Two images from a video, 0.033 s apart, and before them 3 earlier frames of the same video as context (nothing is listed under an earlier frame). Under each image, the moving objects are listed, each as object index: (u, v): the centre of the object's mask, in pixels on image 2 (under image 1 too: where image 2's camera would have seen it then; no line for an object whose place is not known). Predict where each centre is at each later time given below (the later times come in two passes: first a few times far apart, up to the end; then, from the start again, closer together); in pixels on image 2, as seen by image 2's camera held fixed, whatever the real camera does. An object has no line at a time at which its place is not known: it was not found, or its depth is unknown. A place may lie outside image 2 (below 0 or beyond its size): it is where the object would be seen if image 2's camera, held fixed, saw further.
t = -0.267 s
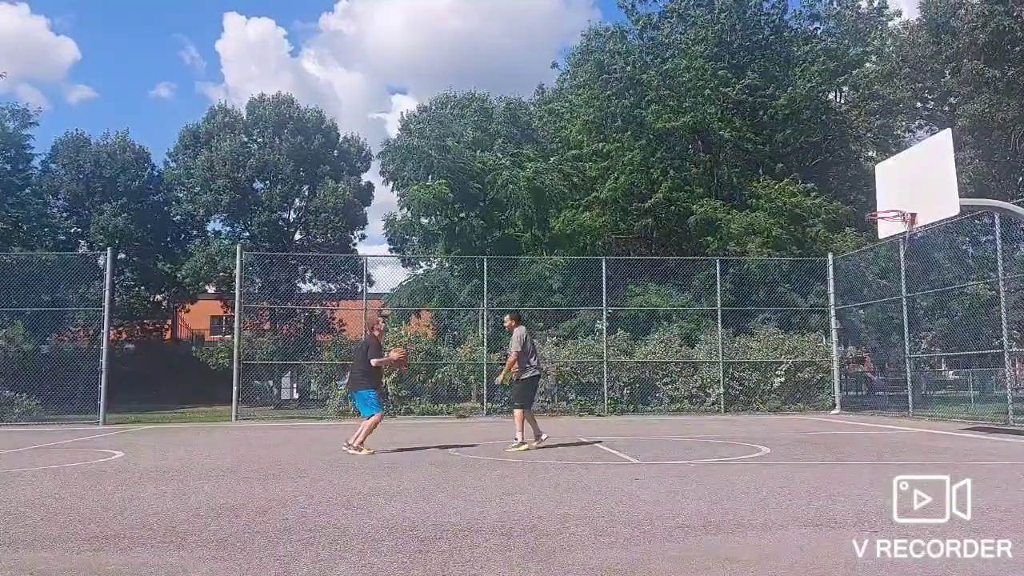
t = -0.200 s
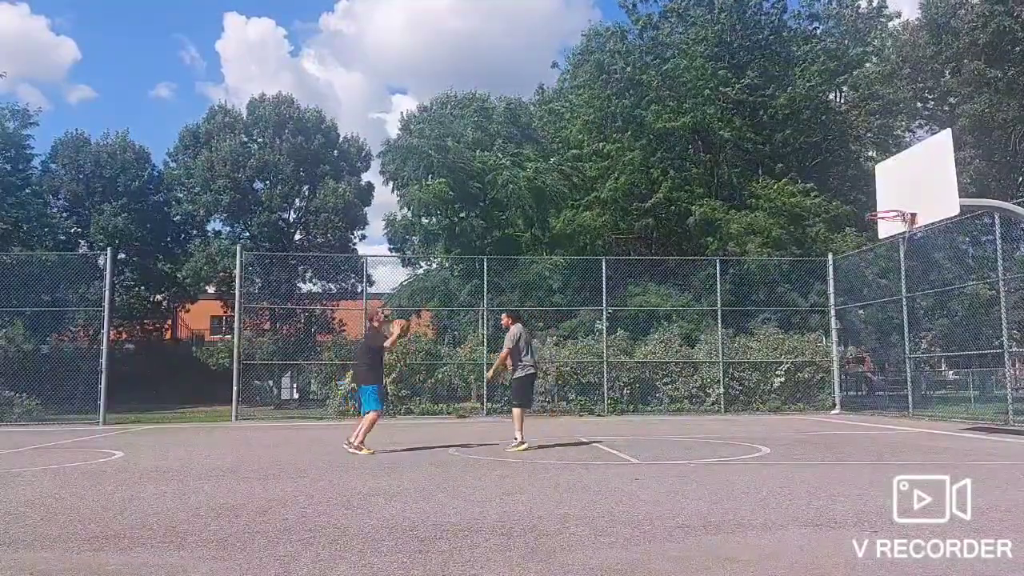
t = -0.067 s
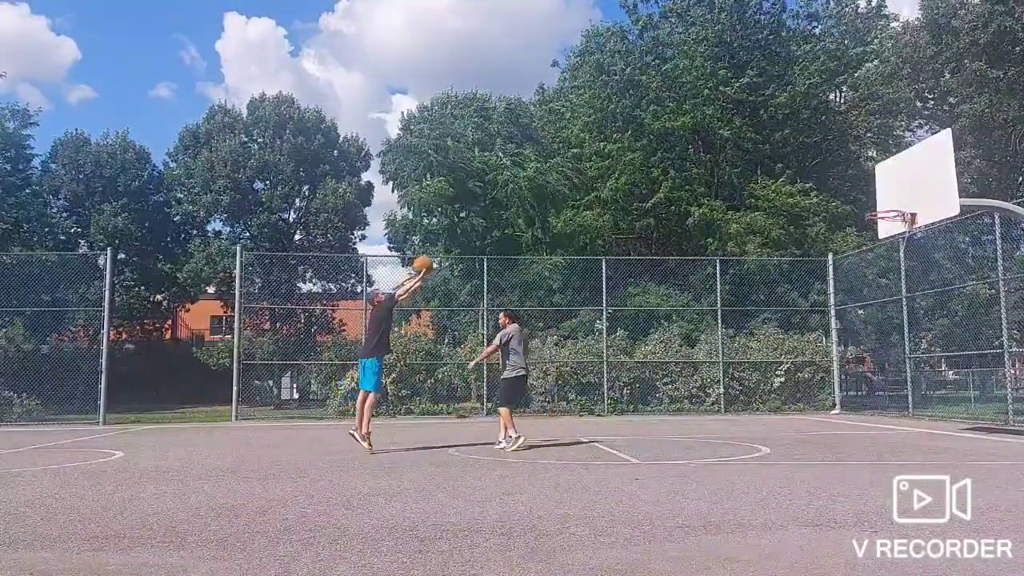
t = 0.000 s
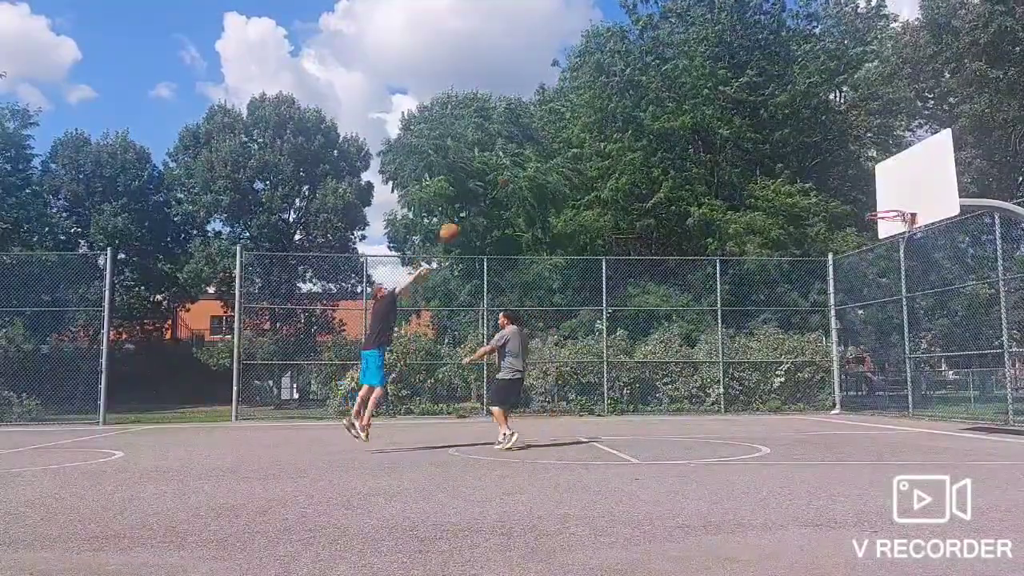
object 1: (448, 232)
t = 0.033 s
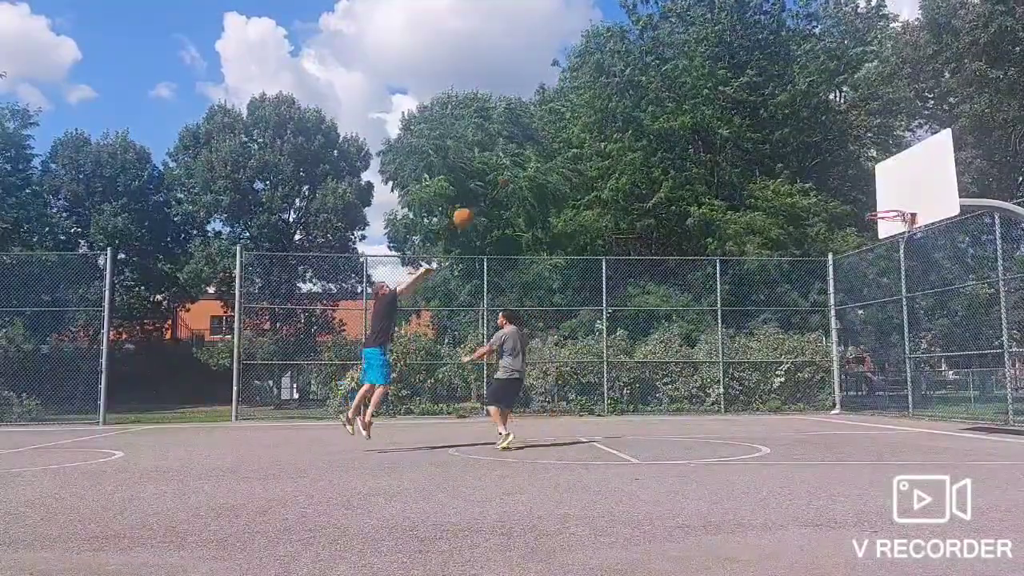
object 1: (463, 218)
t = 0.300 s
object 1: (562, 130)
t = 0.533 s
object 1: (644, 97)
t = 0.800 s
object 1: (737, 110)
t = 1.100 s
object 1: (838, 184)
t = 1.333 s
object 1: (877, 256)
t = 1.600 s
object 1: (895, 360)
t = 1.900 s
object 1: (896, 366)
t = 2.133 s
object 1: (885, 314)
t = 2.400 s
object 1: (875, 299)
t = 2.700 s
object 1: (867, 328)
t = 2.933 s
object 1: (864, 383)
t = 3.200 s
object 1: (860, 379)
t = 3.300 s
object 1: (858, 363)
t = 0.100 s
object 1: (488, 190)
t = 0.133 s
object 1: (500, 178)
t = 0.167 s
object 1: (512, 167)
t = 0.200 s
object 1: (525, 156)
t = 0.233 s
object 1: (537, 145)
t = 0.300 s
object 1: (562, 130)
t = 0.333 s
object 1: (573, 122)
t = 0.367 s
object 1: (585, 116)
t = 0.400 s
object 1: (598, 111)
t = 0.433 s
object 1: (610, 105)
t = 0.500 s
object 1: (633, 99)
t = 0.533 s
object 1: (644, 97)
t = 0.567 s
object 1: (657, 96)
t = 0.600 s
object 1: (669, 95)
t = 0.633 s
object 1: (680, 96)
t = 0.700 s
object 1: (704, 100)
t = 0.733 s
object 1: (714, 102)
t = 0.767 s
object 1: (725, 106)
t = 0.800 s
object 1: (737, 110)
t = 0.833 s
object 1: (748, 115)
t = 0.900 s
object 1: (771, 128)
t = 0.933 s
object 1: (782, 135)
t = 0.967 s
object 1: (793, 143)
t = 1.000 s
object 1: (804, 152)
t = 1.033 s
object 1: (816, 162)
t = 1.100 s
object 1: (838, 184)
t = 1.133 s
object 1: (849, 196)
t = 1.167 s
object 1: (861, 208)
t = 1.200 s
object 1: (868, 219)
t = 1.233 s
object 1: (871, 228)
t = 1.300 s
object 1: (875, 246)
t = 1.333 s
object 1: (877, 256)
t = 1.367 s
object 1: (878, 267)
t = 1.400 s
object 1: (881, 278)
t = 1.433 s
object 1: (883, 290)
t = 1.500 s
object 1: (888, 316)
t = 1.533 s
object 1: (890, 331)
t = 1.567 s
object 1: (893, 345)
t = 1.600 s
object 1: (895, 360)
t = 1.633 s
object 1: (897, 376)
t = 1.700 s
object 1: (902, 409)
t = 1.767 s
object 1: (904, 416)
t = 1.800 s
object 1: (902, 403)
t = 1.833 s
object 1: (900, 390)
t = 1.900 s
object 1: (896, 366)
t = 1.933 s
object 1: (895, 357)
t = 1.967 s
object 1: (893, 347)
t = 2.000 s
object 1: (891, 339)
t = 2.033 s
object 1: (889, 332)
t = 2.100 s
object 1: (886, 319)
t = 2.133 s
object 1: (885, 314)
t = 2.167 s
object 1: (883, 311)
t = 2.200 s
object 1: (882, 307)
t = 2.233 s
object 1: (880, 304)
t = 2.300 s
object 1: (878, 300)
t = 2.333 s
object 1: (878, 300)
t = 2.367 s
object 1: (877, 299)
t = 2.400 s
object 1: (875, 299)
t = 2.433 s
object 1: (874, 300)
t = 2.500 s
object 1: (872, 303)
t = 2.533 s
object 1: (871, 306)
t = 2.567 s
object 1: (870, 309)
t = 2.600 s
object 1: (869, 313)
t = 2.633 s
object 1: (868, 317)
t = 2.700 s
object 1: (867, 328)
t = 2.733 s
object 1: (866, 334)
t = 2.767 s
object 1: (866, 340)
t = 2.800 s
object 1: (865, 348)
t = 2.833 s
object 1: (864, 355)
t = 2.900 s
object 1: (864, 374)
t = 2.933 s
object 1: (864, 383)
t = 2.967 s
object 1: (864, 391)
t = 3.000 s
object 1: (864, 403)
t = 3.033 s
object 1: (864, 414)
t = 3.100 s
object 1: (863, 402)
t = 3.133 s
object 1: (862, 393)
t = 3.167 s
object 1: (860, 386)
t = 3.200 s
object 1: (860, 379)
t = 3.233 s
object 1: (859, 372)
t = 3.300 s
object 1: (858, 363)
